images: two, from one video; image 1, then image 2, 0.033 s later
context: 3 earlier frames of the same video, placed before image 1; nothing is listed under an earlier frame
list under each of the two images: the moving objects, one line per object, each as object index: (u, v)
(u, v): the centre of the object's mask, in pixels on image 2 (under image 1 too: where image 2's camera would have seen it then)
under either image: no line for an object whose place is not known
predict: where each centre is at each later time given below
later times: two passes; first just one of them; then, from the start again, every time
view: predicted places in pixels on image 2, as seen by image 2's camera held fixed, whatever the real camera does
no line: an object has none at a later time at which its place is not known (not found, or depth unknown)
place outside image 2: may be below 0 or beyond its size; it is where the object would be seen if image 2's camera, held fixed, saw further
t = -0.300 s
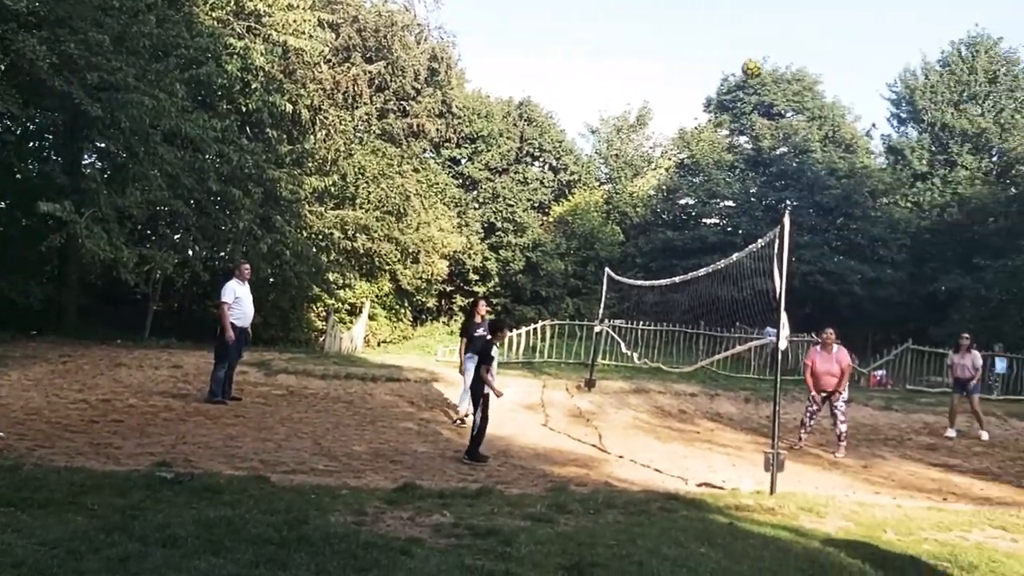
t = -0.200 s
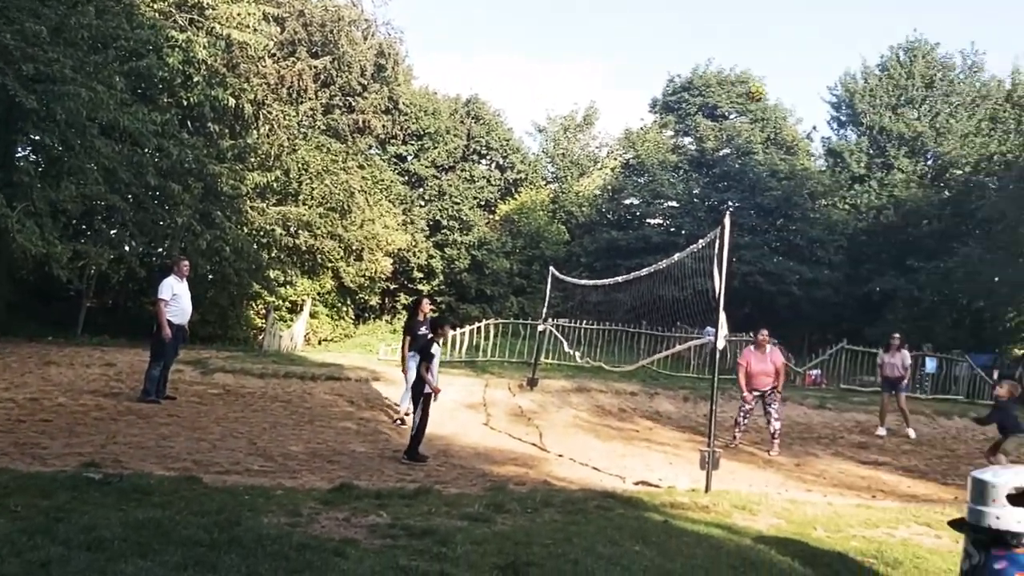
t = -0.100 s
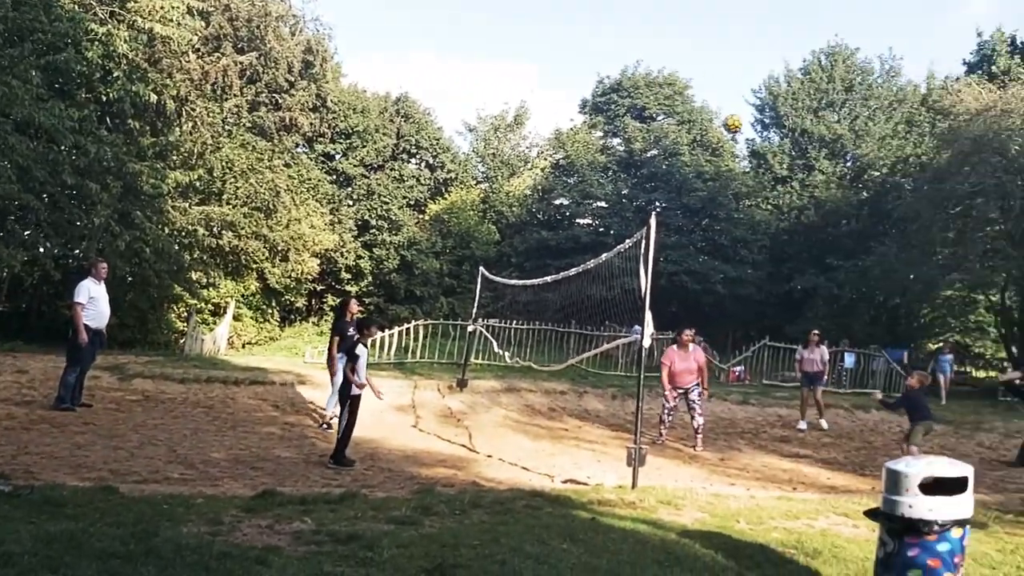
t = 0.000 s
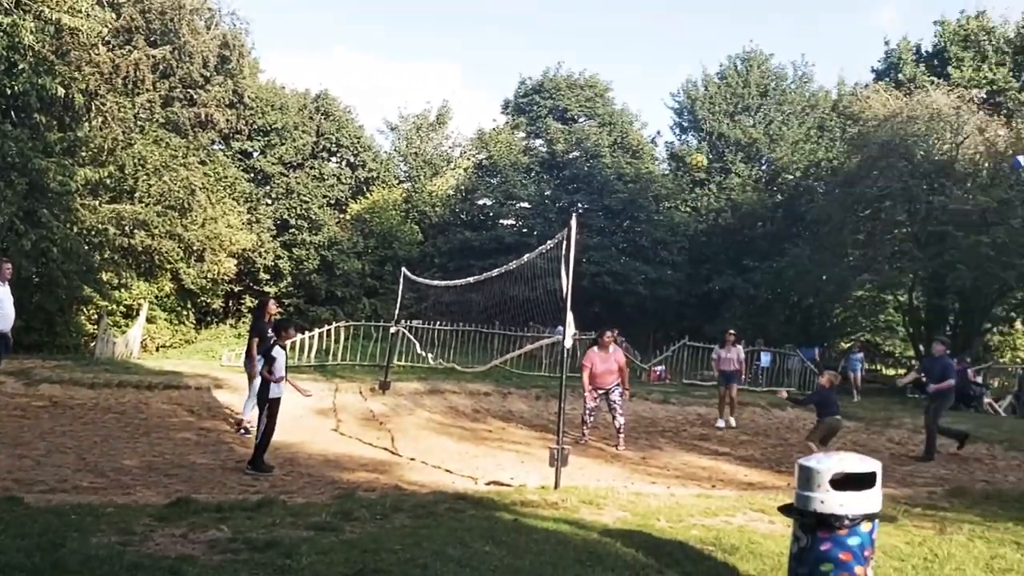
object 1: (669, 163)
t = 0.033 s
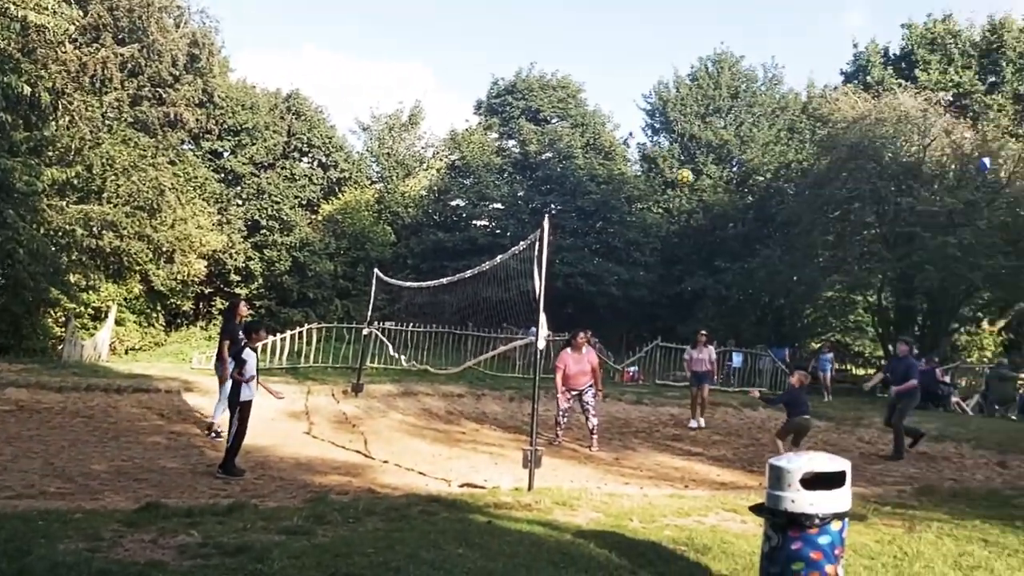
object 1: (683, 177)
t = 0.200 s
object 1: (747, 255)
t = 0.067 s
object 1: (697, 191)
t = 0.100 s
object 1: (709, 207)
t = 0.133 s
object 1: (722, 222)
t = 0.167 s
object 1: (734, 239)
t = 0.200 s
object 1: (747, 255)
